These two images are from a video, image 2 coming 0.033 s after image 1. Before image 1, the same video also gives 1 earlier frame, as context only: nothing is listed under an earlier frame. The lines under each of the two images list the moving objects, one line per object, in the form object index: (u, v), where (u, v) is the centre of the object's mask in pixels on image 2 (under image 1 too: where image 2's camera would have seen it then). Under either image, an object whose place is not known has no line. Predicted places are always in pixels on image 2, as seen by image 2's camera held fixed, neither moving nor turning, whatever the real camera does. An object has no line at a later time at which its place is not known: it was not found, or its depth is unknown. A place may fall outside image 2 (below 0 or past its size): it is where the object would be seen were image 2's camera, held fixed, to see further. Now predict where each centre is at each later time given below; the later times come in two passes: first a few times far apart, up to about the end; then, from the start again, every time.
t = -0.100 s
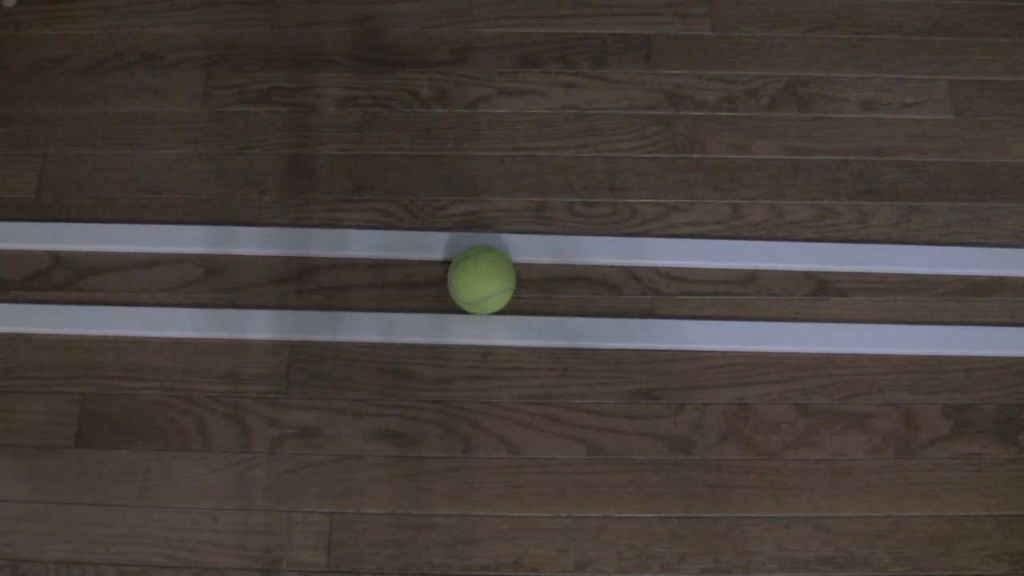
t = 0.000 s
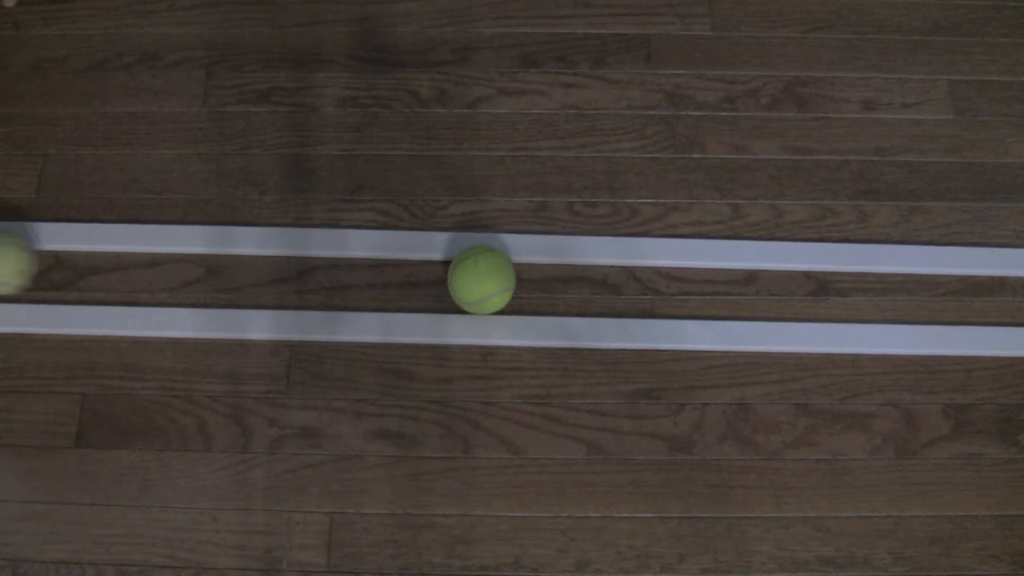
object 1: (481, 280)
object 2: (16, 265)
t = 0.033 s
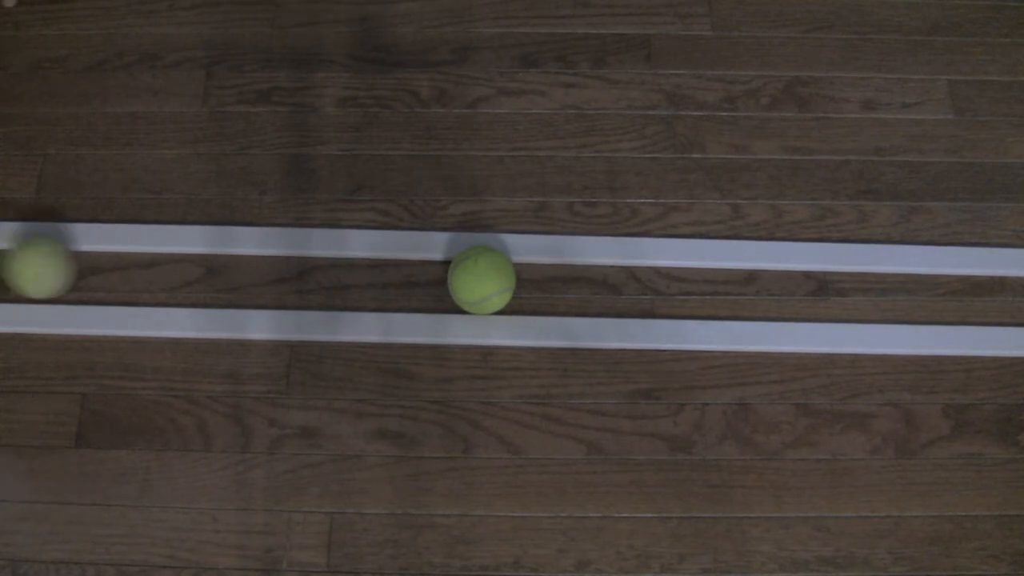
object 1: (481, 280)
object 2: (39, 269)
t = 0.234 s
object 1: (481, 280)
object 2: (268, 277)
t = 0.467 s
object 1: (566, 284)
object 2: (437, 270)
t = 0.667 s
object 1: (667, 284)
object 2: (479, 269)
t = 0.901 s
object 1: (770, 291)
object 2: (519, 272)
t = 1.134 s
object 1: (854, 281)
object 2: (552, 270)
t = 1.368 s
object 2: (573, 268)
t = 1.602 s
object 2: (580, 268)
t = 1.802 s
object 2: (583, 269)
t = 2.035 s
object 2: (583, 268)
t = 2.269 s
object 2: (583, 269)
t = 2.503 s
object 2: (583, 269)
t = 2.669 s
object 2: (583, 269)
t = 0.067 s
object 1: (481, 280)
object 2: (78, 272)
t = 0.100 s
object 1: (481, 280)
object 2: (116, 275)
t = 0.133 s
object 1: (481, 280)
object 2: (153, 277)
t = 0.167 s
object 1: (481, 280)
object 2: (192, 279)
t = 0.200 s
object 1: (481, 280)
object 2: (229, 279)
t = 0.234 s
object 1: (481, 280)
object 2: (268, 277)
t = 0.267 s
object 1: (481, 280)
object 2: (308, 277)
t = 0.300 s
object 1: (481, 280)
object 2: (347, 278)
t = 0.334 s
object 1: (481, 280)
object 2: (387, 278)
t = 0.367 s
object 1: (488, 281)
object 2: (420, 275)
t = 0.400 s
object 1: (516, 282)
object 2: (423, 274)
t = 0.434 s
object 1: (543, 283)
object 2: (429, 272)
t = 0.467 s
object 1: (566, 284)
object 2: (437, 270)
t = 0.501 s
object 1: (585, 284)
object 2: (445, 268)
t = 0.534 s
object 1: (603, 284)
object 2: (453, 266)
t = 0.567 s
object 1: (619, 284)
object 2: (460, 265)
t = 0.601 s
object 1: (635, 283)
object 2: (466, 267)
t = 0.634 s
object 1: (651, 283)
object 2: (473, 268)
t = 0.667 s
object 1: (667, 284)
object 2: (479, 269)
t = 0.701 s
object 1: (682, 285)
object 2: (485, 270)
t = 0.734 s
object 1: (698, 285)
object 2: (492, 271)
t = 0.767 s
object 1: (713, 287)
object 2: (497, 271)
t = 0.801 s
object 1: (727, 288)
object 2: (503, 272)
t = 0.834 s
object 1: (742, 289)
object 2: (508, 272)
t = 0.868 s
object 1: (756, 290)
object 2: (514, 272)
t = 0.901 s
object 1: (770, 291)
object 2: (519, 272)
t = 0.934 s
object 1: (783, 291)
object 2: (525, 272)
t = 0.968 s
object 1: (796, 290)
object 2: (530, 272)
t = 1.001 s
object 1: (809, 289)
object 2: (535, 271)
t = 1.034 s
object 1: (821, 287)
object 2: (539, 271)
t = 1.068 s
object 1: (832, 285)
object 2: (543, 271)
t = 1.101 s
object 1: (844, 283)
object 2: (547, 271)
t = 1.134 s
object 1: (854, 281)
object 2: (552, 270)
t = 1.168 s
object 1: (866, 280)
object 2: (556, 270)
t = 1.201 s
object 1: (877, 278)
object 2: (560, 269)
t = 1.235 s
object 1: (887, 277)
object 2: (564, 269)
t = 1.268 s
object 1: (897, 276)
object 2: (567, 268)
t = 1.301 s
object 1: (907, 277)
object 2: (569, 268)
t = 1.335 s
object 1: (918, 278)
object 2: (571, 268)
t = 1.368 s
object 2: (573, 268)
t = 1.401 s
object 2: (574, 268)
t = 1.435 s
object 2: (575, 268)
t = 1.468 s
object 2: (577, 268)
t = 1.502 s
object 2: (578, 269)
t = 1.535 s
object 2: (578, 268)
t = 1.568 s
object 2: (579, 268)
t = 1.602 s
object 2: (580, 268)
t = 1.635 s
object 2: (581, 268)
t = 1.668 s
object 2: (582, 269)
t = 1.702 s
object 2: (582, 269)
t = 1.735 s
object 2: (583, 269)
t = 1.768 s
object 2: (583, 269)
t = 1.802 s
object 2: (583, 269)
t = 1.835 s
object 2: (583, 268)
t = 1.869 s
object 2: (583, 268)
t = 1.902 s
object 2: (583, 268)
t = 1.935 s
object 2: (583, 268)
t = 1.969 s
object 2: (583, 269)
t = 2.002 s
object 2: (583, 268)
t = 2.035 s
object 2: (583, 268)
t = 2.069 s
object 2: (583, 269)
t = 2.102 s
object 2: (583, 269)
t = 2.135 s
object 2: (583, 269)
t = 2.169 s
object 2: (583, 269)
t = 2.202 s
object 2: (583, 269)
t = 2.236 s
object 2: (583, 269)
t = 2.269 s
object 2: (583, 269)
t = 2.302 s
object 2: (583, 269)
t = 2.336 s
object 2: (583, 269)
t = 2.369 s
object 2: (583, 269)
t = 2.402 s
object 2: (583, 269)
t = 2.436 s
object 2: (583, 269)
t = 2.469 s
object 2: (583, 269)
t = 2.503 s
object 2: (583, 269)
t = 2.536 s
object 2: (583, 269)
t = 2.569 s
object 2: (583, 269)
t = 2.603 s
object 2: (583, 269)
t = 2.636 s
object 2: (583, 269)
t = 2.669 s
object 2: (583, 269)
